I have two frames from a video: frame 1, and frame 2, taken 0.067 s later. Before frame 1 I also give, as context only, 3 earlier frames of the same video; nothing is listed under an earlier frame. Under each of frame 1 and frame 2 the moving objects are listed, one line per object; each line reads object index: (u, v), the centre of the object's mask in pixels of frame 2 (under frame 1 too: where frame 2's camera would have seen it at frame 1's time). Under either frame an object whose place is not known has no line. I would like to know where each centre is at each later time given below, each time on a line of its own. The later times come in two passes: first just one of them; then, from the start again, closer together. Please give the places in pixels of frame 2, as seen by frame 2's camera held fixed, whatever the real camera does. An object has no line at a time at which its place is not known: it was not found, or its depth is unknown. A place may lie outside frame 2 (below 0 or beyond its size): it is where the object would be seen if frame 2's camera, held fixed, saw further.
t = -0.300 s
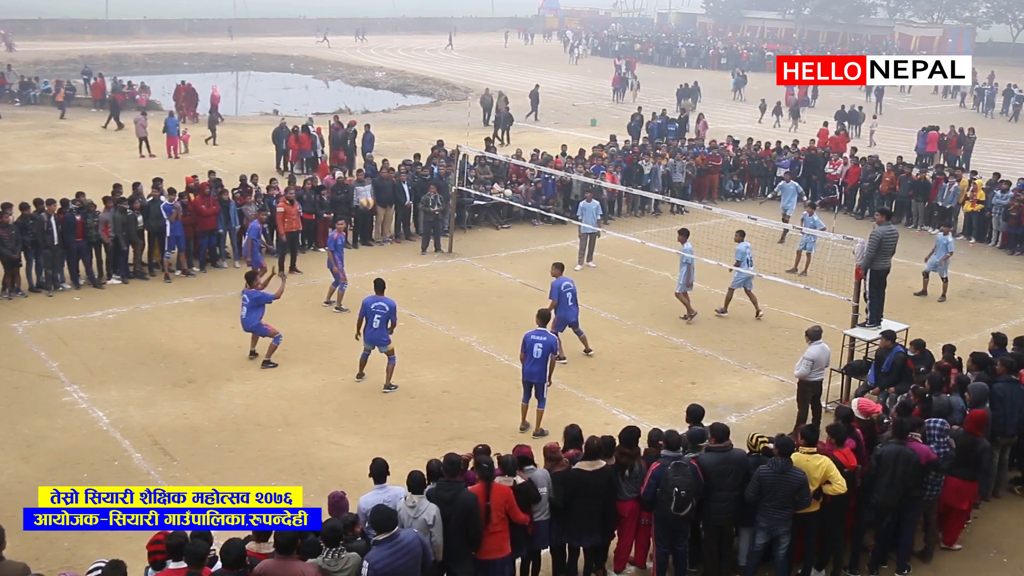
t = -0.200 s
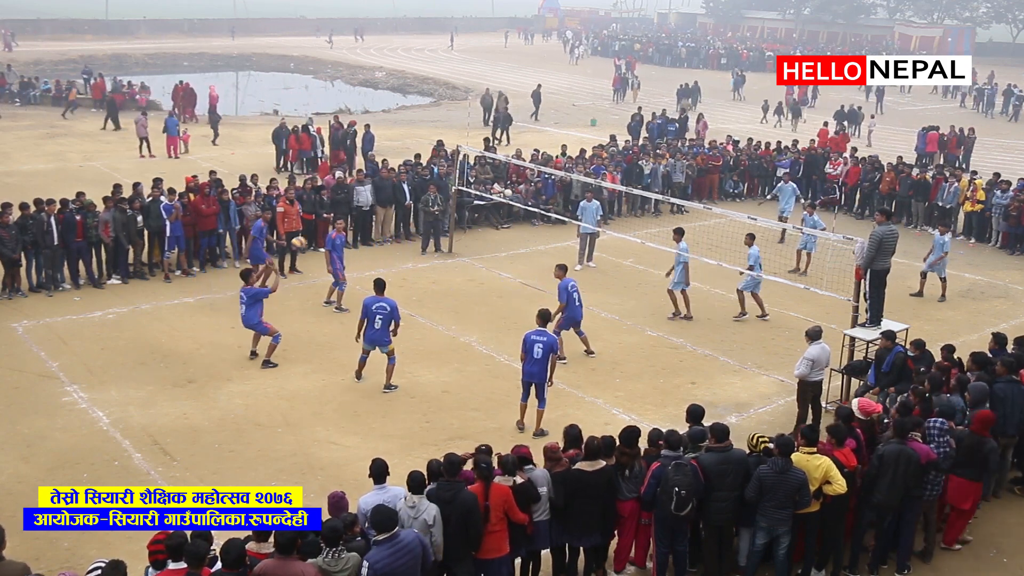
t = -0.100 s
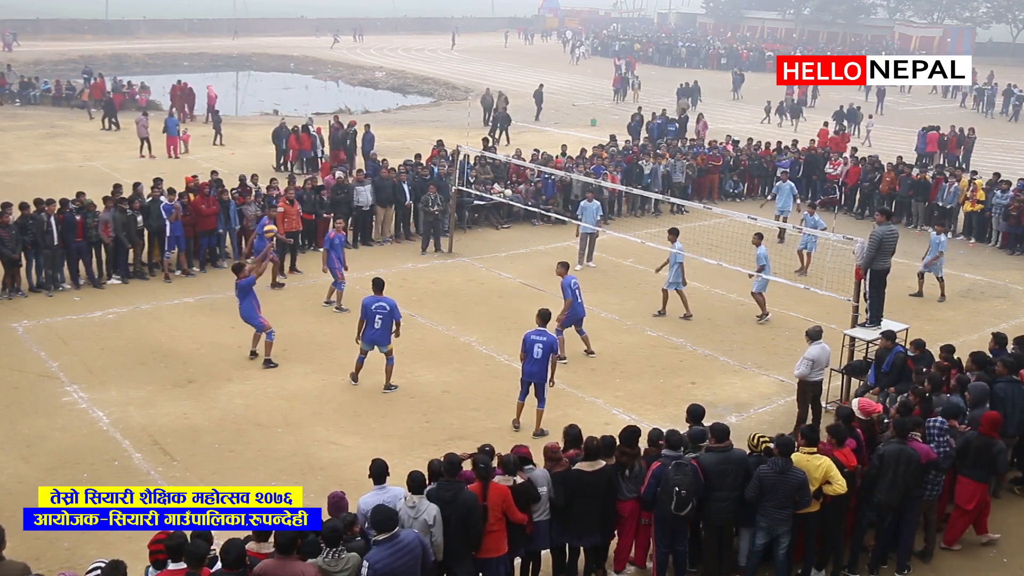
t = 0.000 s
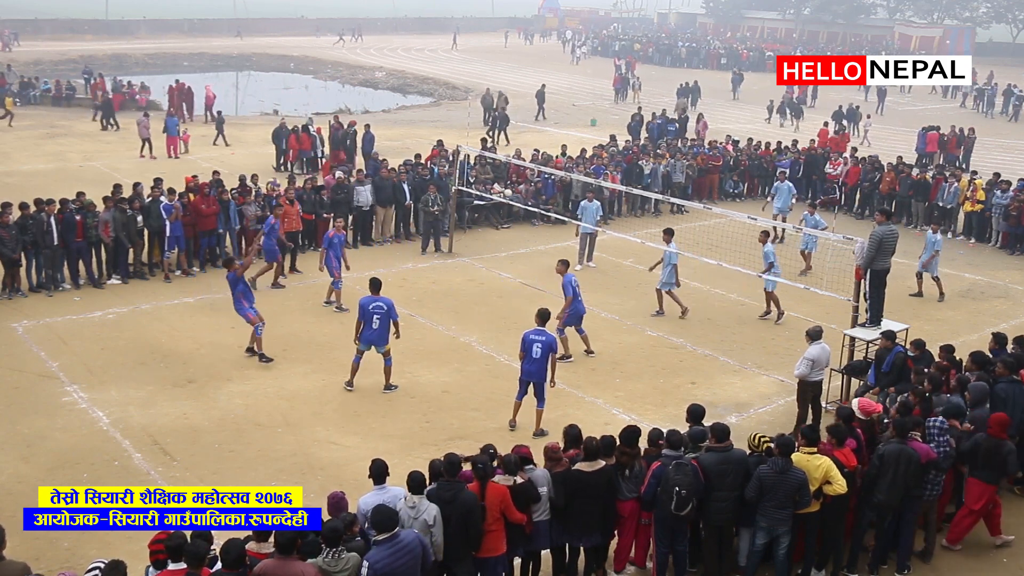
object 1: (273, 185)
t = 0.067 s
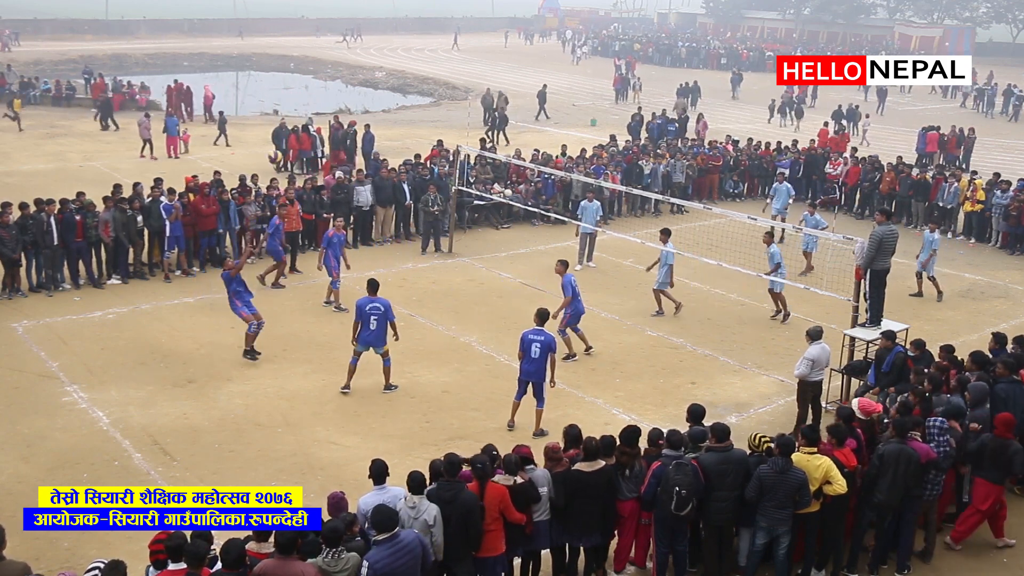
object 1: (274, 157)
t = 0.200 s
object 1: (279, 110)
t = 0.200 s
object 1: (279, 110)
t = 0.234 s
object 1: (280, 100)
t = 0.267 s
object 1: (280, 91)
